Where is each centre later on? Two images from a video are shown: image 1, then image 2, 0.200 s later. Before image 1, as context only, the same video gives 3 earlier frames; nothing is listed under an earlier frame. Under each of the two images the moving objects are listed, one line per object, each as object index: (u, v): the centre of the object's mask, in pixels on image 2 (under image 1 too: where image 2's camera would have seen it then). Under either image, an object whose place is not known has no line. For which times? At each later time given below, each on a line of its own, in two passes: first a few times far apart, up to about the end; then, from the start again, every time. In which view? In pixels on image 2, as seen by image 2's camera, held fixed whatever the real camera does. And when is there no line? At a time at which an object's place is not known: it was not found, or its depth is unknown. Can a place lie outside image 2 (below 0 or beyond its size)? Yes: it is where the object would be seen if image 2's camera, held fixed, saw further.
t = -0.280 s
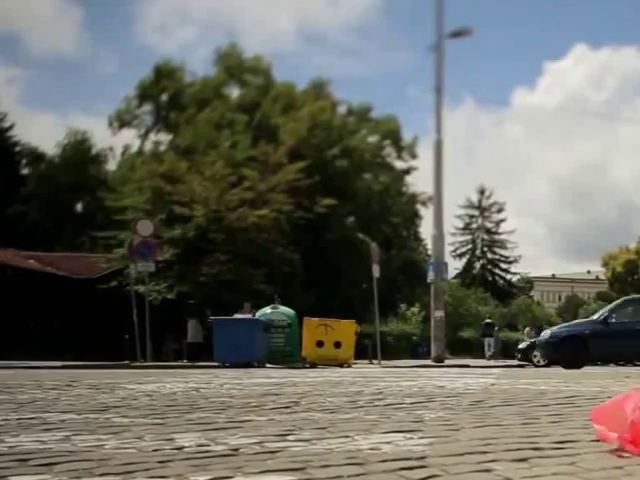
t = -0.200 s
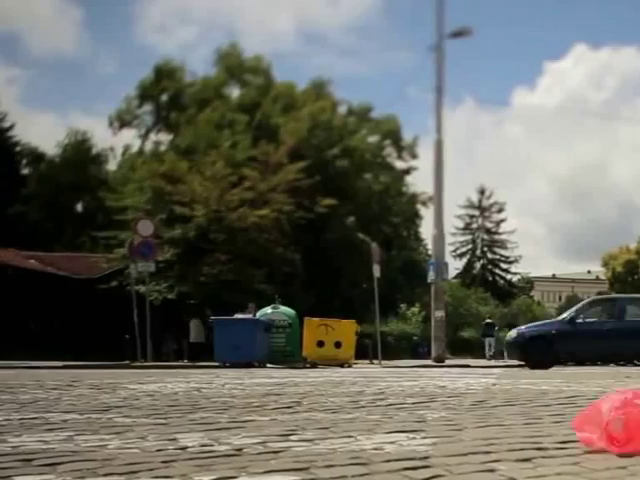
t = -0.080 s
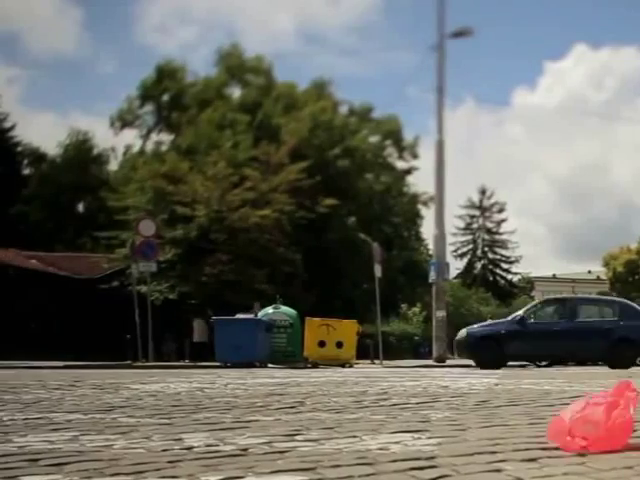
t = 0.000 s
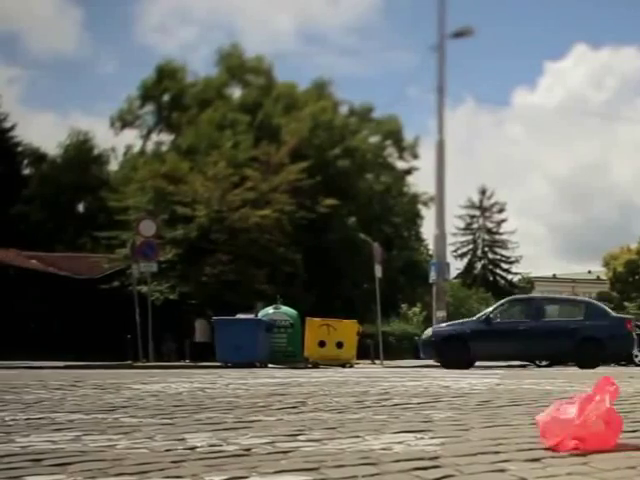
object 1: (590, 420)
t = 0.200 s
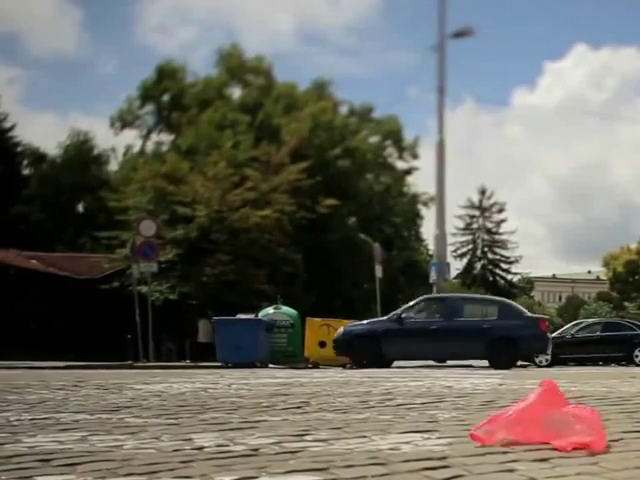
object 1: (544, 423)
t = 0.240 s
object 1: (537, 423)
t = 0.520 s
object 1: (504, 418)
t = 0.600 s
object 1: (492, 411)
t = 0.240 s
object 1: (537, 423)
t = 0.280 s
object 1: (532, 424)
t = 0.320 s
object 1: (528, 423)
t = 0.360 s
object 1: (523, 422)
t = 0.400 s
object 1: (518, 421)
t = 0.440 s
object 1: (512, 420)
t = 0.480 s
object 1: (508, 419)
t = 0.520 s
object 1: (504, 418)
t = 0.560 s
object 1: (499, 415)
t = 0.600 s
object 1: (492, 411)
